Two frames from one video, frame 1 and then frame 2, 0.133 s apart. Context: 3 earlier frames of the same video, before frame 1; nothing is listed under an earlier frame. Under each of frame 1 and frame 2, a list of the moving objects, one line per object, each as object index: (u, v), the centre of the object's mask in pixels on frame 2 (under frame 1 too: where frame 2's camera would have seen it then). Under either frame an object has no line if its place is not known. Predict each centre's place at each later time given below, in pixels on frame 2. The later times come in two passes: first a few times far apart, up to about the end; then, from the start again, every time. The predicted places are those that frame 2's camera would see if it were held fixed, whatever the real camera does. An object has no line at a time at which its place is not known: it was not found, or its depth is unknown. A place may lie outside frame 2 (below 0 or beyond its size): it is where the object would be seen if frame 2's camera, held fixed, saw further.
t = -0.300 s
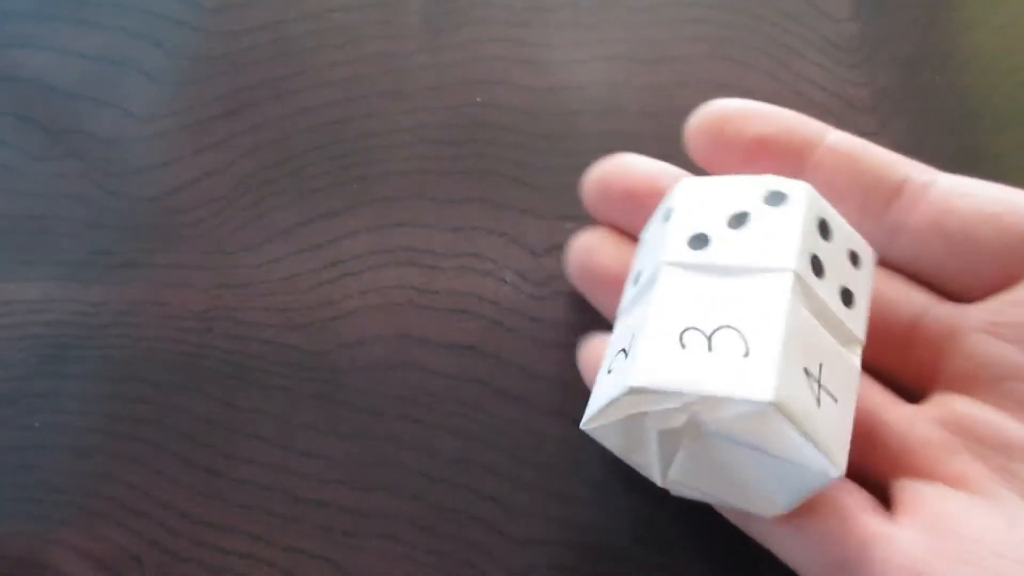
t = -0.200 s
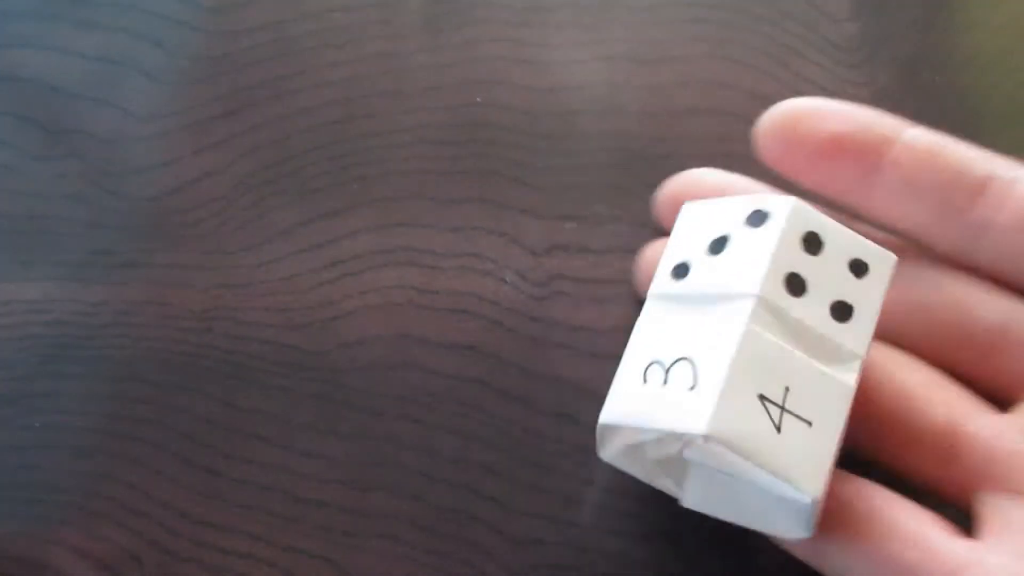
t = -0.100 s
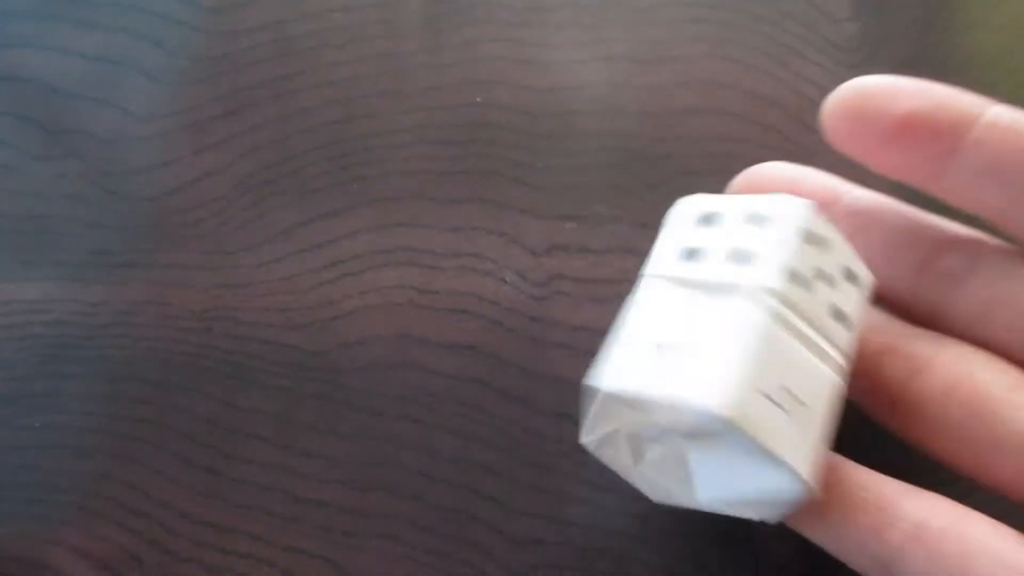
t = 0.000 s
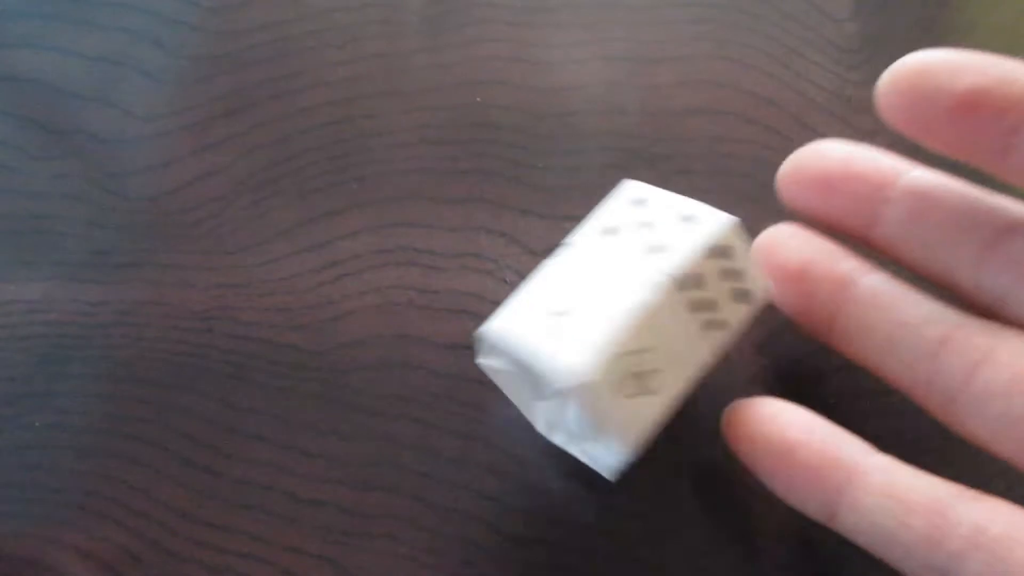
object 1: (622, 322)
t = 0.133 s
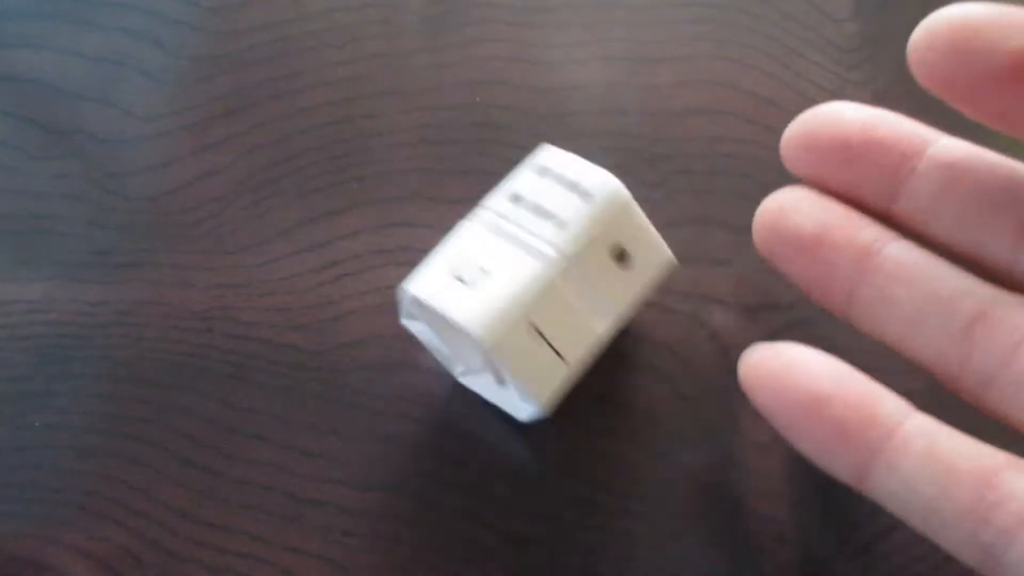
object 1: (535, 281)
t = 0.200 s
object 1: (498, 255)
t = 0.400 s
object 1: (367, 154)
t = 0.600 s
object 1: (306, 107)
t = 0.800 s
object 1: (274, 87)
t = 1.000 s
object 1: (274, 87)
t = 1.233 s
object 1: (274, 87)
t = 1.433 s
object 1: (274, 87)
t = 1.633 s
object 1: (274, 87)
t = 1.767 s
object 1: (274, 87)
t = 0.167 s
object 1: (515, 266)
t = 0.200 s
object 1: (498, 255)
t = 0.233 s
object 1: (475, 241)
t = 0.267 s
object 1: (449, 222)
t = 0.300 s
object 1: (431, 209)
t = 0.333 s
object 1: (403, 190)
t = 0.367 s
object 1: (383, 167)
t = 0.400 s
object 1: (367, 154)
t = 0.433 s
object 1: (354, 145)
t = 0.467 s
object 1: (336, 131)
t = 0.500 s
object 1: (322, 118)
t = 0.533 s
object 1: (314, 112)
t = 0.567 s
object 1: (309, 109)
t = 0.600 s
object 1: (306, 107)
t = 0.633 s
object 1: (302, 105)
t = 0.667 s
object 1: (299, 103)
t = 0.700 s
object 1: (291, 98)
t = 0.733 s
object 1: (279, 90)
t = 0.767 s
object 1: (274, 87)
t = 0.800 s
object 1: (274, 87)
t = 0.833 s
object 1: (274, 86)
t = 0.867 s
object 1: (274, 86)
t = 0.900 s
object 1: (274, 87)
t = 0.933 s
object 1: (274, 87)
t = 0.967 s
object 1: (274, 87)
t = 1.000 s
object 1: (274, 87)
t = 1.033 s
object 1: (274, 86)
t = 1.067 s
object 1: (274, 87)
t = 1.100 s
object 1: (274, 86)
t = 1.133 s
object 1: (274, 87)
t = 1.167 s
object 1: (274, 87)
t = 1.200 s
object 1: (274, 87)
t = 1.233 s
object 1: (274, 87)
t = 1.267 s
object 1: (274, 87)
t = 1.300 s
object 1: (274, 87)
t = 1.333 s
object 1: (274, 87)
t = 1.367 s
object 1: (274, 87)
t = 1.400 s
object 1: (274, 87)
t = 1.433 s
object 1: (274, 87)
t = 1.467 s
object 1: (274, 87)
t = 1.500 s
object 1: (274, 87)
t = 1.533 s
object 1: (274, 87)
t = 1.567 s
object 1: (274, 87)
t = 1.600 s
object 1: (274, 87)
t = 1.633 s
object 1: (274, 87)
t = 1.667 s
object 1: (274, 87)
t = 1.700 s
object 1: (274, 87)
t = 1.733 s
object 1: (274, 87)
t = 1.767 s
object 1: (274, 87)
